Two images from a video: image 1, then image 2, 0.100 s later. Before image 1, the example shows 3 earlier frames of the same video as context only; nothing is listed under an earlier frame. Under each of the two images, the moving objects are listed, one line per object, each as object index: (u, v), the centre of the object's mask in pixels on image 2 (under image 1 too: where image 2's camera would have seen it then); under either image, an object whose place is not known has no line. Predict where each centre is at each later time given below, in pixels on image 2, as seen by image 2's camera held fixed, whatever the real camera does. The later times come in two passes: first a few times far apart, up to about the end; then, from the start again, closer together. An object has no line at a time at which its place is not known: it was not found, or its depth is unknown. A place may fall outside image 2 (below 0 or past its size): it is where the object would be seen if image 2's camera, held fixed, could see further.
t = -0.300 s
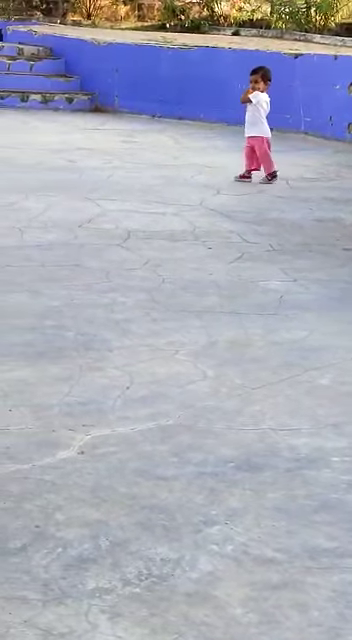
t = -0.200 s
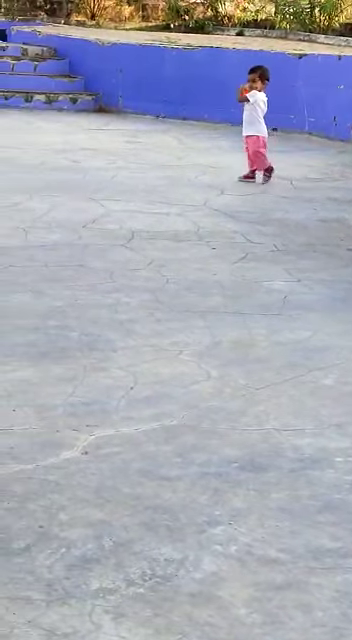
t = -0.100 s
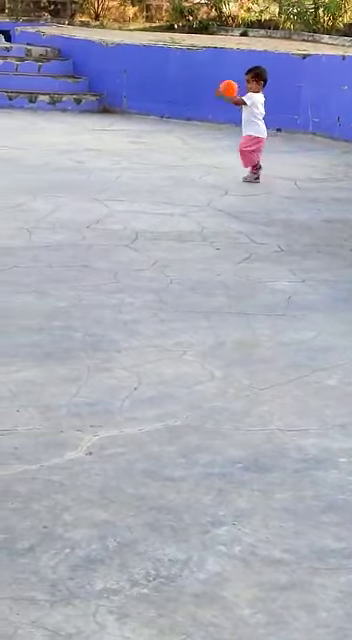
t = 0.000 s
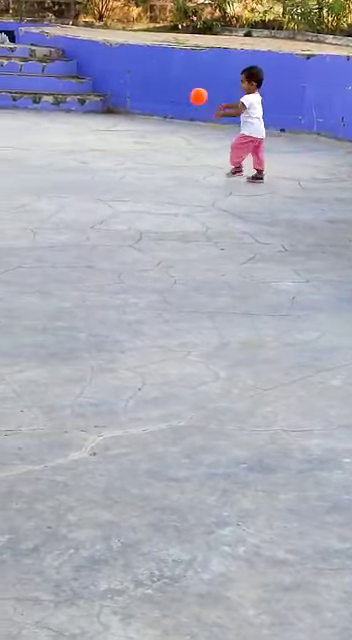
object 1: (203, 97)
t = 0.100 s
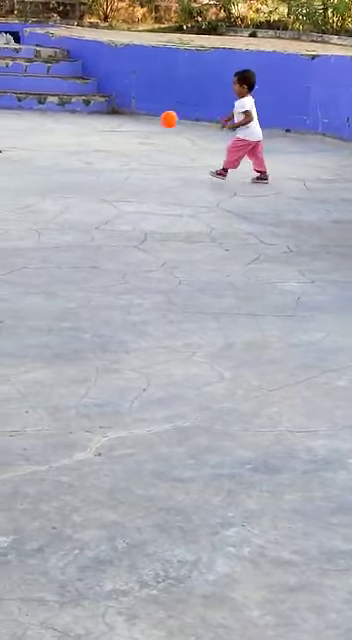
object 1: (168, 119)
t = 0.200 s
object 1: (133, 156)
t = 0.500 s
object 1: (62, 110)
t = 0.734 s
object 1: (7, 138)
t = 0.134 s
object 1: (157, 130)
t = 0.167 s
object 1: (146, 143)
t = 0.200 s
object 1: (133, 156)
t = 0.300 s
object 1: (107, 151)
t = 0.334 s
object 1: (100, 140)
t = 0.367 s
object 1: (92, 132)
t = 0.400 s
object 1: (84, 123)
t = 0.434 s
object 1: (77, 117)
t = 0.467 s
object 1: (70, 113)
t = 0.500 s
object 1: (62, 110)
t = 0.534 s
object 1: (54, 109)
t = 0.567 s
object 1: (46, 110)
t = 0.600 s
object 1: (39, 112)
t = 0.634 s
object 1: (30, 116)
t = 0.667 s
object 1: (22, 122)
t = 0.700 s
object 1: (15, 129)
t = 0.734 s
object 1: (7, 138)
